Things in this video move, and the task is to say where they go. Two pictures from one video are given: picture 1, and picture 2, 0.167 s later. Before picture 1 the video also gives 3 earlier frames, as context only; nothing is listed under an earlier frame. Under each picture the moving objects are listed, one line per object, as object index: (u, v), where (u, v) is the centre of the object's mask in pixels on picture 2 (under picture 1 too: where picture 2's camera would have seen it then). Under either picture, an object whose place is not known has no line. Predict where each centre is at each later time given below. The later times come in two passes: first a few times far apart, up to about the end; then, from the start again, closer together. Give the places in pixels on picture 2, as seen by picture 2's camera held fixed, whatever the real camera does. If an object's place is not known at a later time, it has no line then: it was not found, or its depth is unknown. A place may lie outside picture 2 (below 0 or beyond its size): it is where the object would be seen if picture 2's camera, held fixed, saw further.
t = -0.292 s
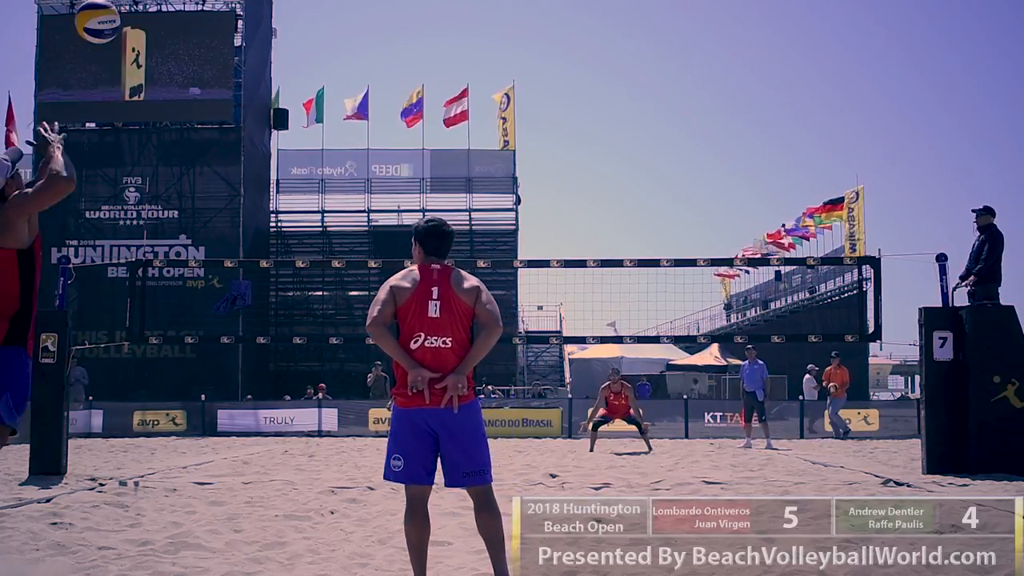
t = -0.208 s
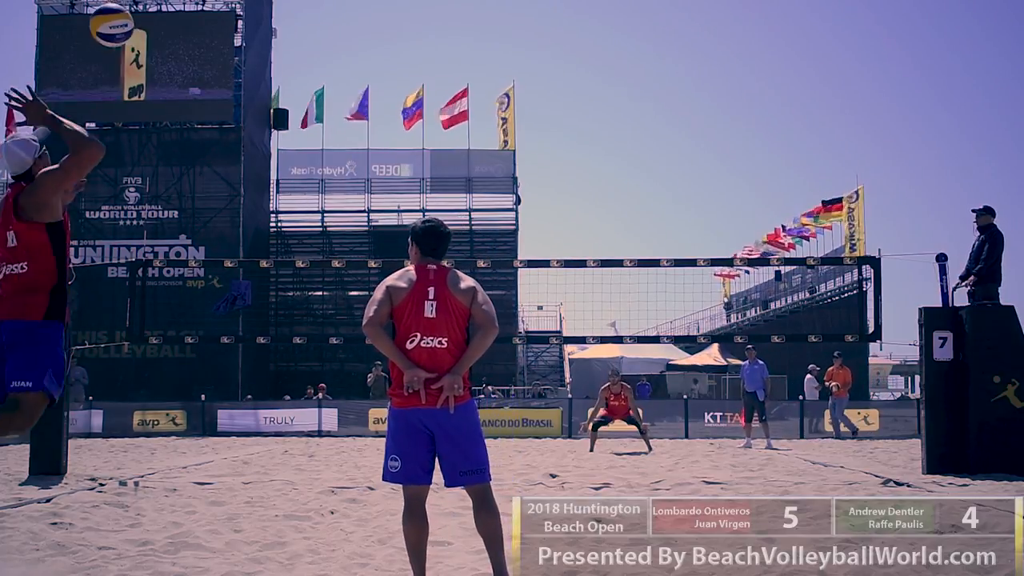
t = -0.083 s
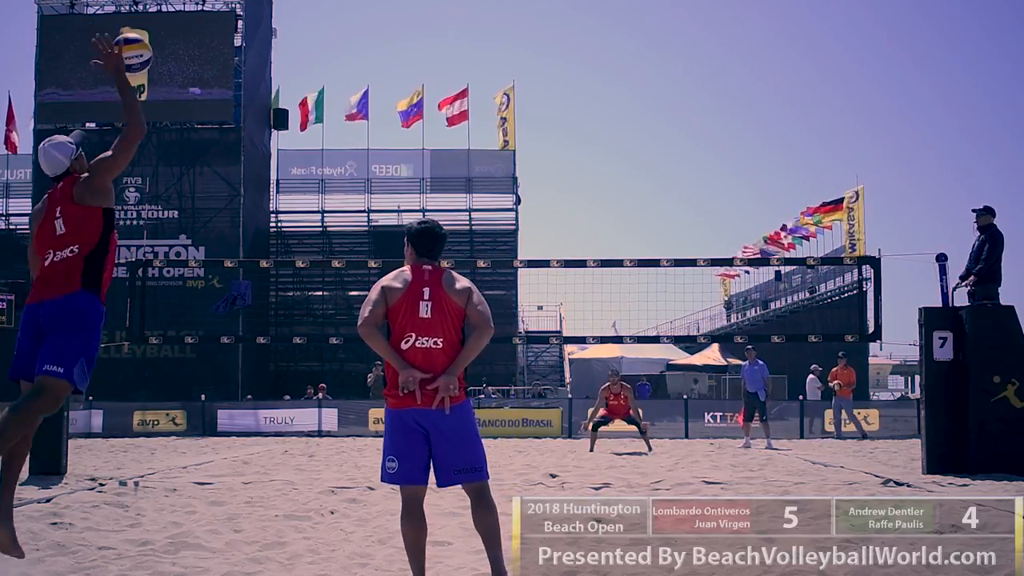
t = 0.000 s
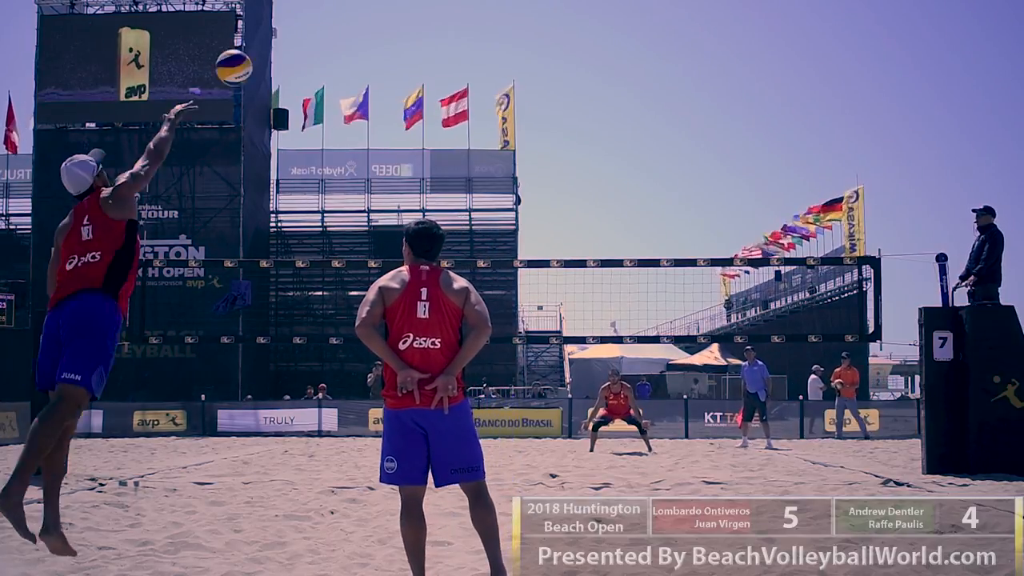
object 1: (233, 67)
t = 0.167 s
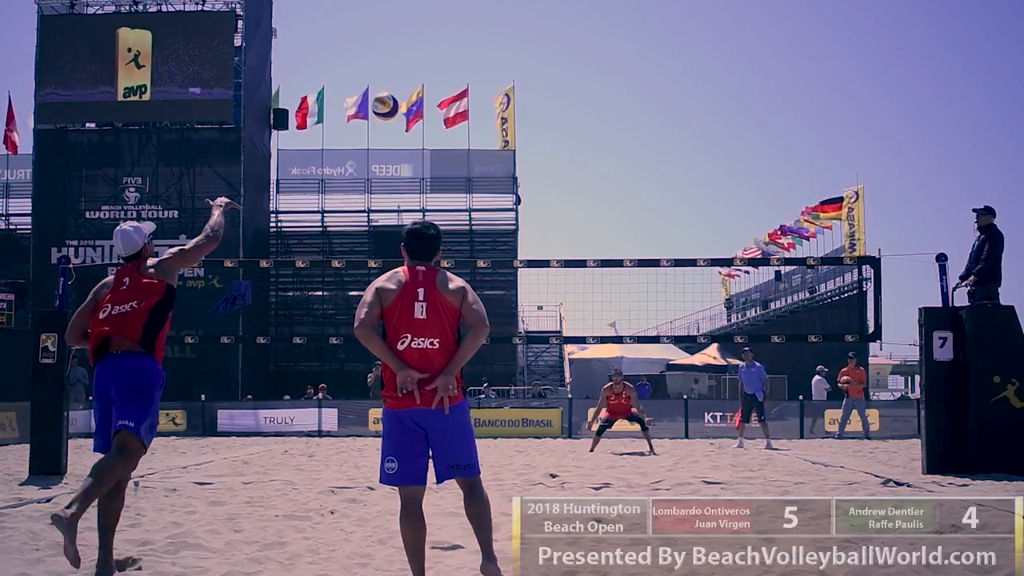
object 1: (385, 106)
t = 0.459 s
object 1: (530, 197)
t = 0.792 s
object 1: (606, 319)
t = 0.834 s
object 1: (613, 332)
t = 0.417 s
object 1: (515, 183)
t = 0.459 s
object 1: (530, 197)
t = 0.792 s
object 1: (606, 319)
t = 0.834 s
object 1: (613, 332)
